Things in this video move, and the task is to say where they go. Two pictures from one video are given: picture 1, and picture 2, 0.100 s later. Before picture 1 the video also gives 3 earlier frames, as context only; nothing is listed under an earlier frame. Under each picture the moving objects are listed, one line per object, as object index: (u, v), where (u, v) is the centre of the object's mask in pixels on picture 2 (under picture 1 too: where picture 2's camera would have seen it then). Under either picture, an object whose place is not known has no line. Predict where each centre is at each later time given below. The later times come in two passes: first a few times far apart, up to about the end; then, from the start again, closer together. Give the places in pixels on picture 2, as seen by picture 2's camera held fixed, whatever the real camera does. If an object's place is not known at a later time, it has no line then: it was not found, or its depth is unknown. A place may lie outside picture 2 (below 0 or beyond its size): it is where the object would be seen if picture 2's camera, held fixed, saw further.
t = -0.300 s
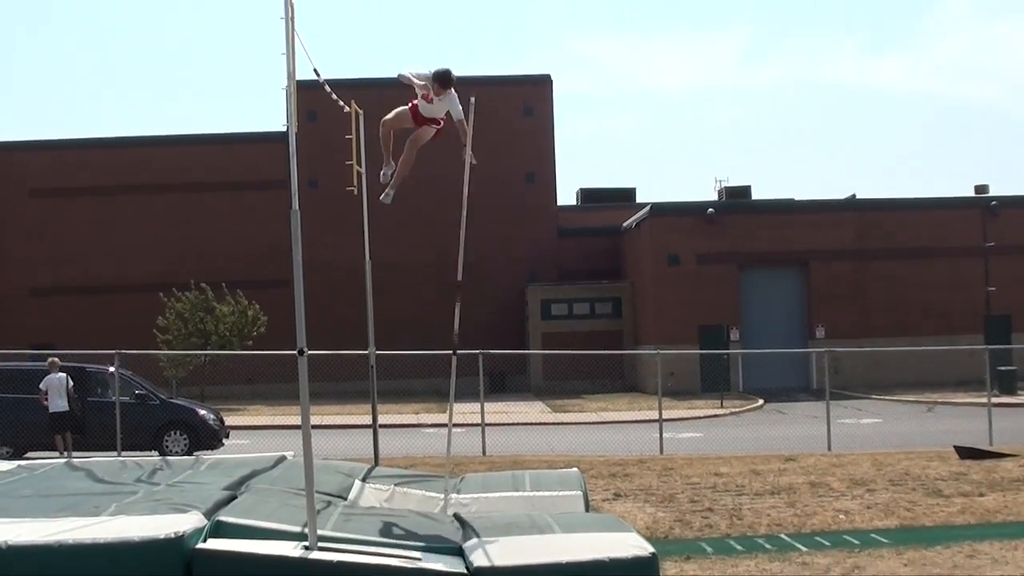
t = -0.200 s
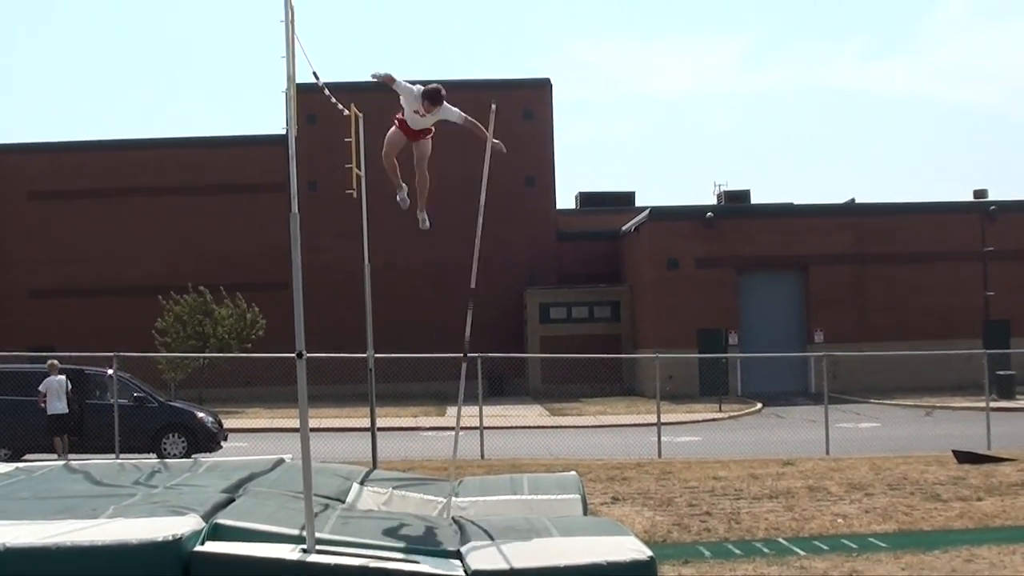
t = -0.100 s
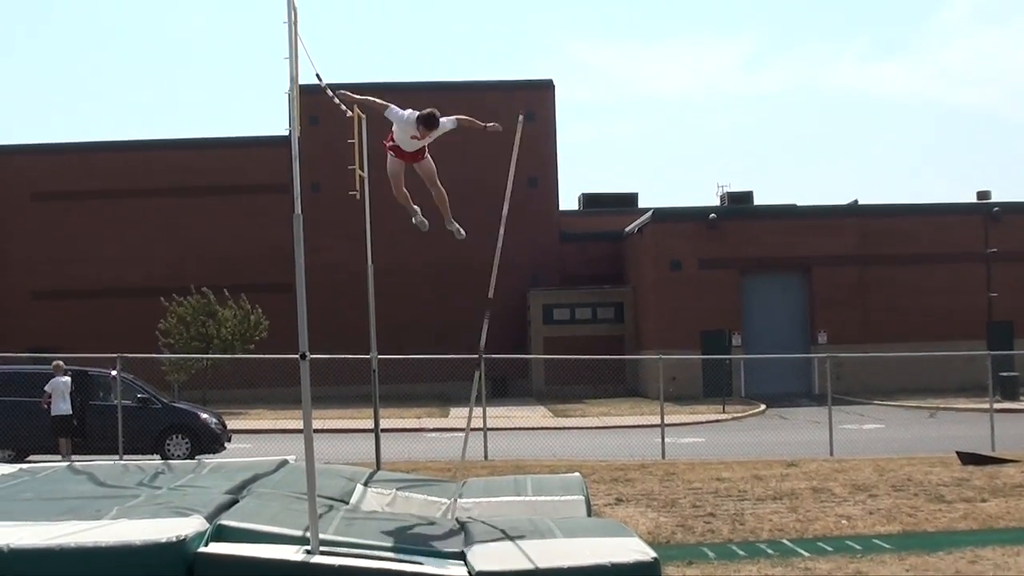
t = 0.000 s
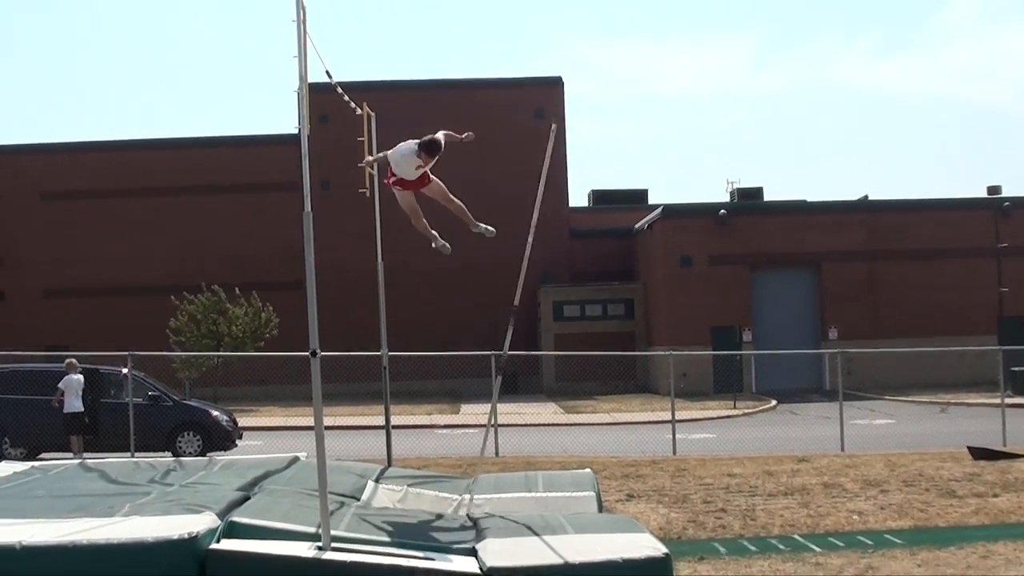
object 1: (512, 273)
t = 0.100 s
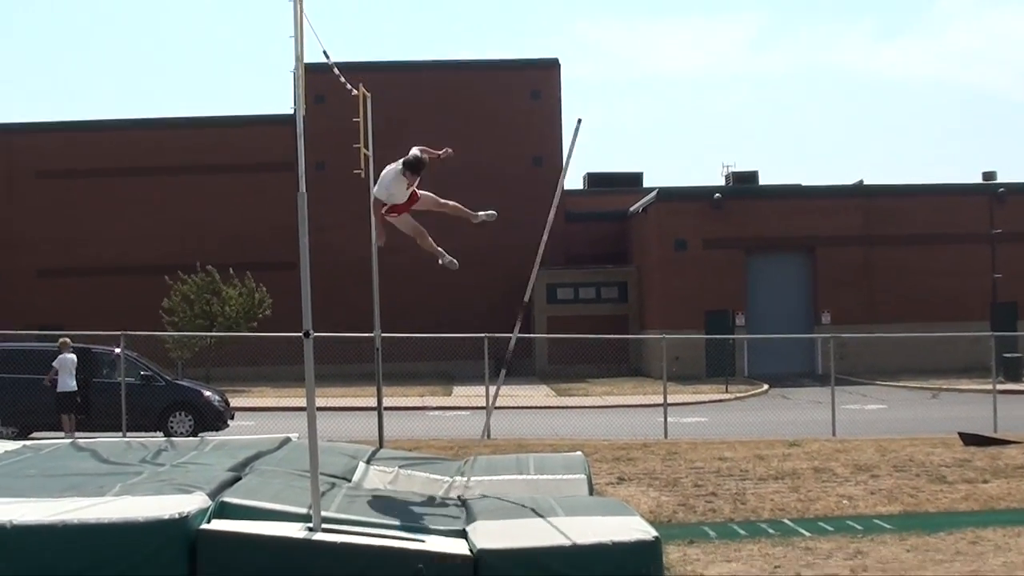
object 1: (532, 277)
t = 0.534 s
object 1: (626, 419)
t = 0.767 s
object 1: (657, 457)
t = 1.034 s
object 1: (652, 421)
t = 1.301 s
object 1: (666, 429)
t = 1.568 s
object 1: (682, 453)
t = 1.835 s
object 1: (707, 464)
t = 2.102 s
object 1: (706, 445)
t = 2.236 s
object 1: (729, 460)
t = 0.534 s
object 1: (626, 419)
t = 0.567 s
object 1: (634, 437)
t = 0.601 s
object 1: (642, 453)
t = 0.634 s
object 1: (645, 465)
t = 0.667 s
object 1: (655, 468)
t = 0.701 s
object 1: (651, 468)
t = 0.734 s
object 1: (652, 464)
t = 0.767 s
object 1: (657, 457)
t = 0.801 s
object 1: (655, 452)
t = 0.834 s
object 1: (654, 446)
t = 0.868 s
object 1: (652, 441)
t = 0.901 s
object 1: (657, 434)
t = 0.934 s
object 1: (654, 430)
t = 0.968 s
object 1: (653, 426)
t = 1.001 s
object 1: (652, 423)
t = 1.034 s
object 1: (652, 421)
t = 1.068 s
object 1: (652, 420)
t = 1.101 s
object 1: (653, 419)
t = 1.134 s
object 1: (654, 419)
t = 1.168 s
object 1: (657, 420)
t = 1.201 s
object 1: (658, 421)
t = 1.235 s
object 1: (659, 424)
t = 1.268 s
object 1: (663, 427)
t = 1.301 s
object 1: (666, 429)
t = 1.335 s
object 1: (665, 434)
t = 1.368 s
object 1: (663, 439)
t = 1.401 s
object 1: (670, 439)
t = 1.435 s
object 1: (672, 442)
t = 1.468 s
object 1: (674, 444)
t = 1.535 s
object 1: (679, 450)
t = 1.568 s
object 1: (682, 453)
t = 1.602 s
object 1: (685, 458)
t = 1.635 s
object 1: (691, 463)
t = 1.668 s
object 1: (694, 467)
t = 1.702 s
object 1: (701, 470)
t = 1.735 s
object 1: (702, 471)
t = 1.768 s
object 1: (703, 470)
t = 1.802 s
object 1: (704, 468)
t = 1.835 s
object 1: (707, 464)
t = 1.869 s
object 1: (709, 458)
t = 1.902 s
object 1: (708, 452)
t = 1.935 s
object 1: (705, 449)
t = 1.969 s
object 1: (704, 446)
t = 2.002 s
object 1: (704, 444)
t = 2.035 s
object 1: (705, 443)
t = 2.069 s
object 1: (705, 444)
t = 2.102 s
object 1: (706, 445)
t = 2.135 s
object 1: (711, 447)
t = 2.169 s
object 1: (717, 450)
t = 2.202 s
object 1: (722, 455)
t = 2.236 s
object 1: (729, 460)
